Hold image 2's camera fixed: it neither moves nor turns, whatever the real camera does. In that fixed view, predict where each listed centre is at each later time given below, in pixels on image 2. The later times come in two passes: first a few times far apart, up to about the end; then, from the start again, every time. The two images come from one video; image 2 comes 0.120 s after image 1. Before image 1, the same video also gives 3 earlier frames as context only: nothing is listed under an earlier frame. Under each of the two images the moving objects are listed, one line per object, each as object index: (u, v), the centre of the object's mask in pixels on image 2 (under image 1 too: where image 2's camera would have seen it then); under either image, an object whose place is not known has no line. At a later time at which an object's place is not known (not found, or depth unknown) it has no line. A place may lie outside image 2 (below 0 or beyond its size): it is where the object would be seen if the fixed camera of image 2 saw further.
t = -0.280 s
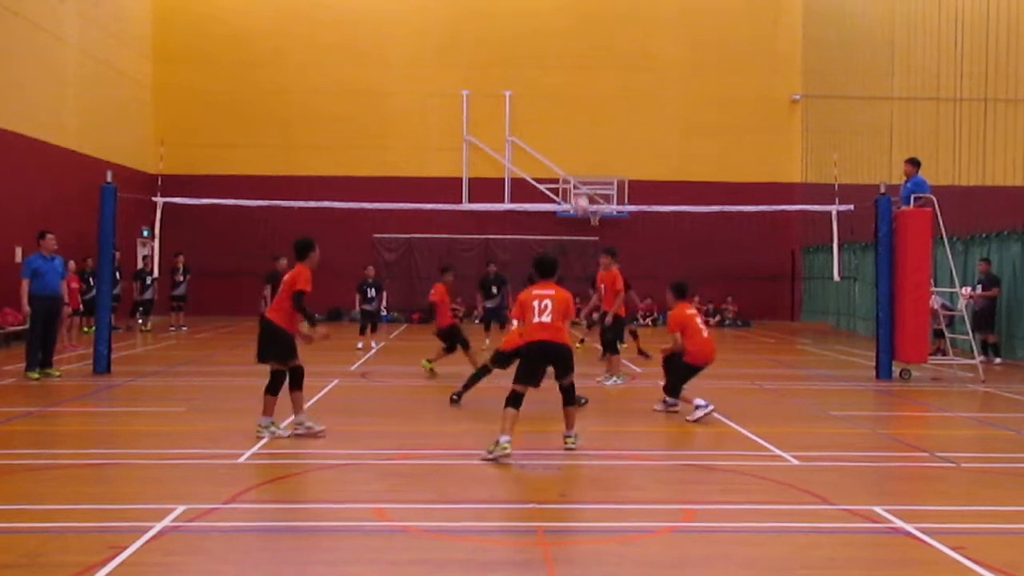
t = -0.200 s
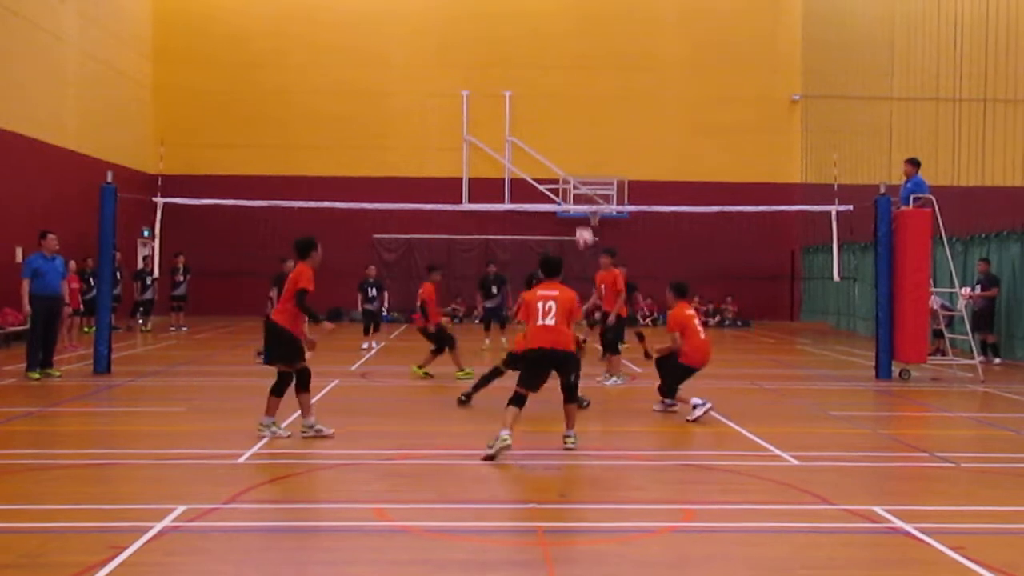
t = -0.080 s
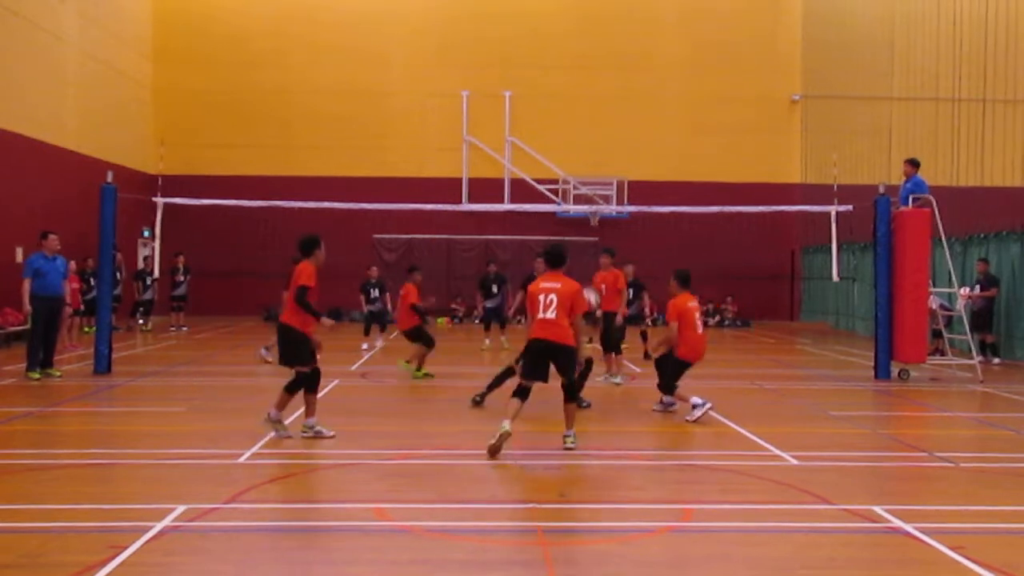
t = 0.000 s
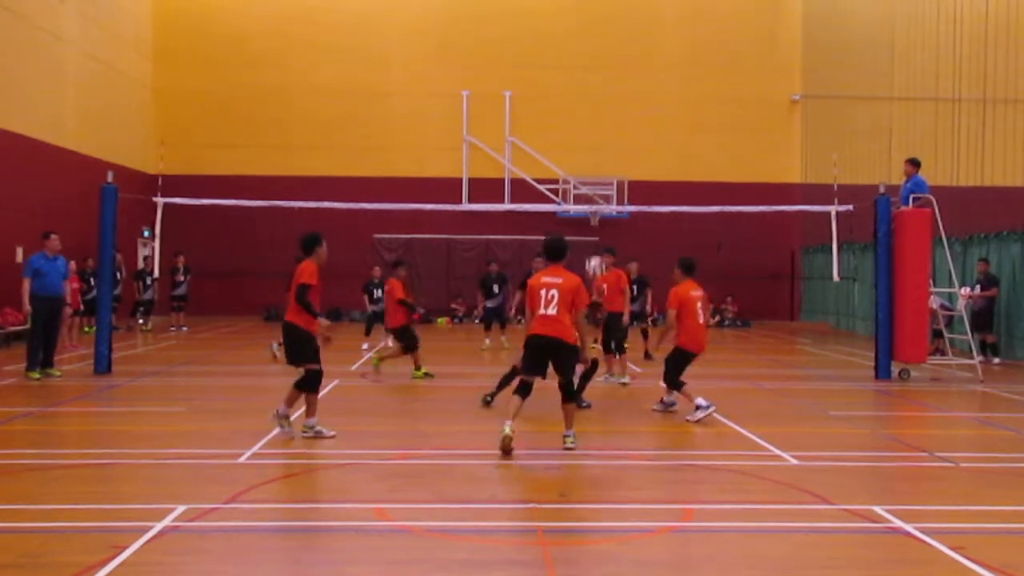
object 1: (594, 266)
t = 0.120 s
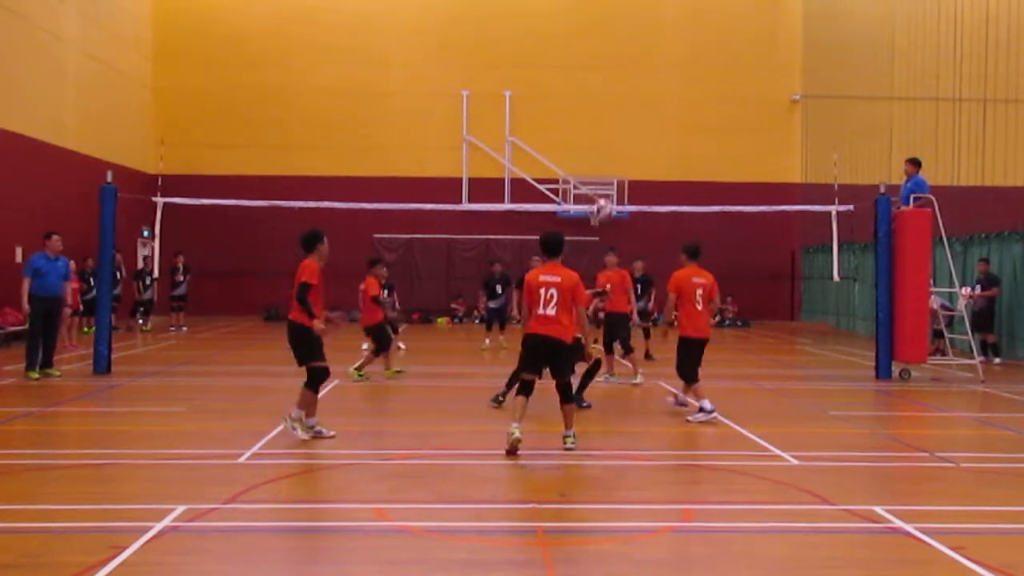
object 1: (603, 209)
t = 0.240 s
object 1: (610, 167)
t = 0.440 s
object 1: (620, 127)
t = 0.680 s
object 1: (632, 127)
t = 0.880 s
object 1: (641, 164)
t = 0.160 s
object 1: (605, 190)
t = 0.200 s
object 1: (608, 177)
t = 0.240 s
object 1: (610, 167)
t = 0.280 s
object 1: (612, 155)
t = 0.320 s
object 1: (614, 146)
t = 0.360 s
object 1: (617, 138)
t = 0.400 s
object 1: (618, 132)
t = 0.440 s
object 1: (620, 127)
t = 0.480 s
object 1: (623, 123)
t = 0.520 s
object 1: (624, 120)
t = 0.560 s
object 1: (626, 121)
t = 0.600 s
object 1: (628, 121)
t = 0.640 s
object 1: (630, 124)
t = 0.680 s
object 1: (632, 127)
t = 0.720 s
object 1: (634, 131)
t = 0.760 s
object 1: (636, 138)
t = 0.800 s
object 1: (637, 146)
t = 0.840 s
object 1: (639, 154)
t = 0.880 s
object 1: (641, 164)
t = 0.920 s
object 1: (643, 175)
